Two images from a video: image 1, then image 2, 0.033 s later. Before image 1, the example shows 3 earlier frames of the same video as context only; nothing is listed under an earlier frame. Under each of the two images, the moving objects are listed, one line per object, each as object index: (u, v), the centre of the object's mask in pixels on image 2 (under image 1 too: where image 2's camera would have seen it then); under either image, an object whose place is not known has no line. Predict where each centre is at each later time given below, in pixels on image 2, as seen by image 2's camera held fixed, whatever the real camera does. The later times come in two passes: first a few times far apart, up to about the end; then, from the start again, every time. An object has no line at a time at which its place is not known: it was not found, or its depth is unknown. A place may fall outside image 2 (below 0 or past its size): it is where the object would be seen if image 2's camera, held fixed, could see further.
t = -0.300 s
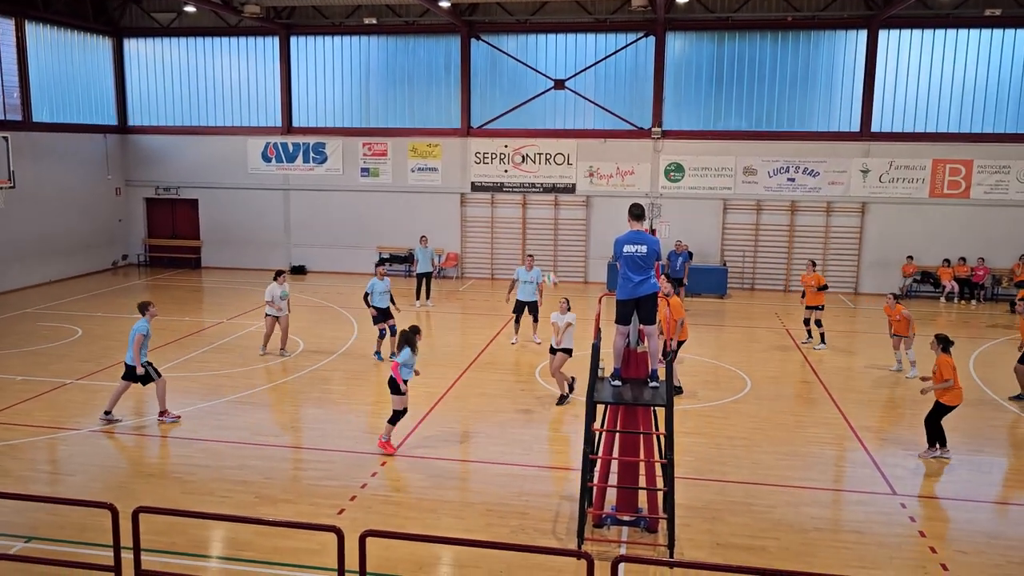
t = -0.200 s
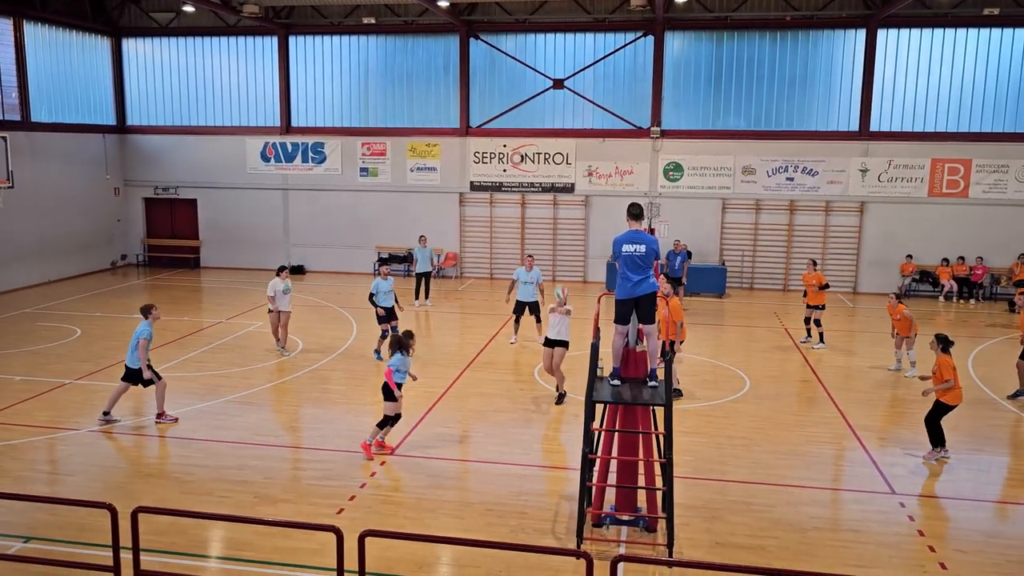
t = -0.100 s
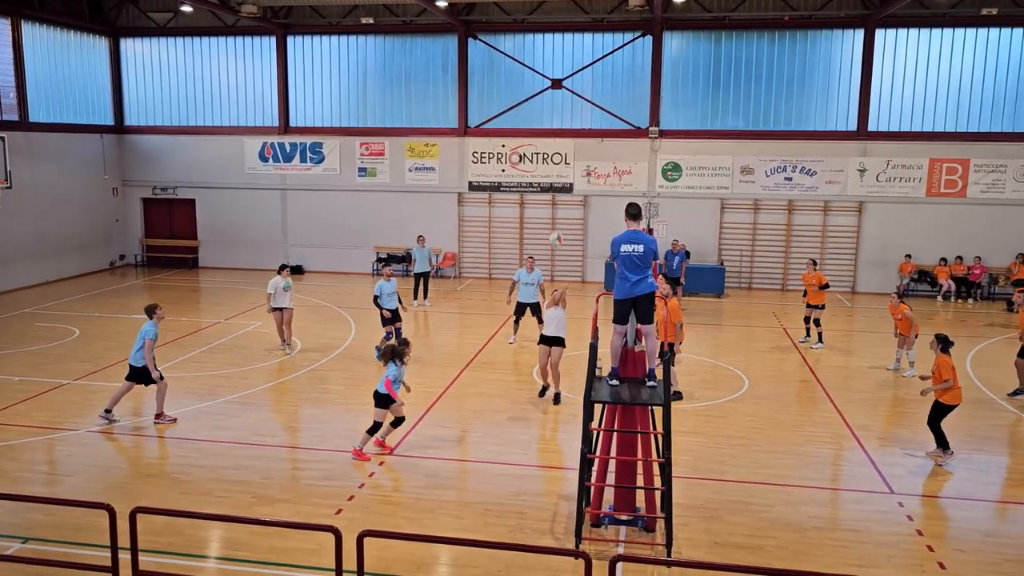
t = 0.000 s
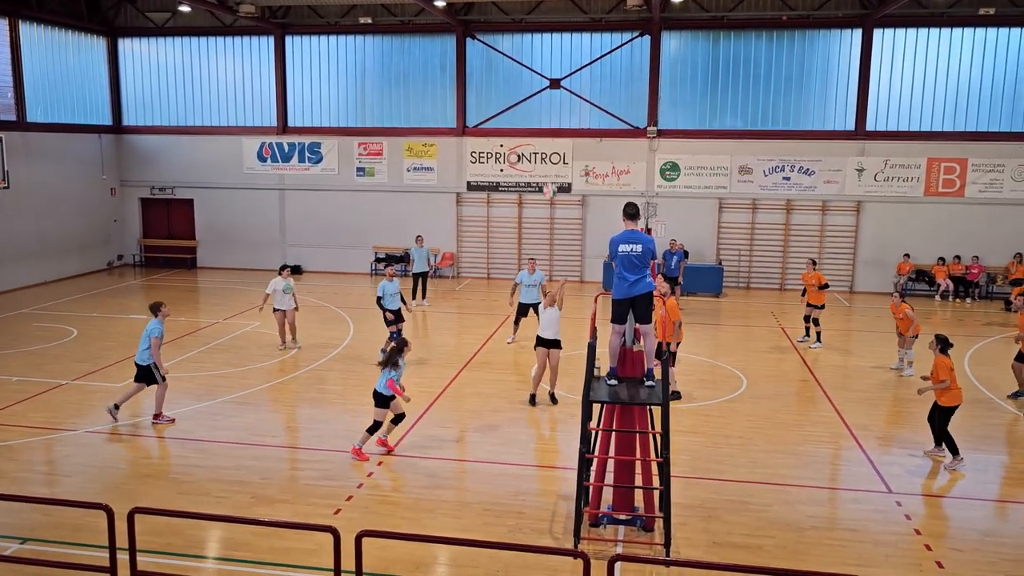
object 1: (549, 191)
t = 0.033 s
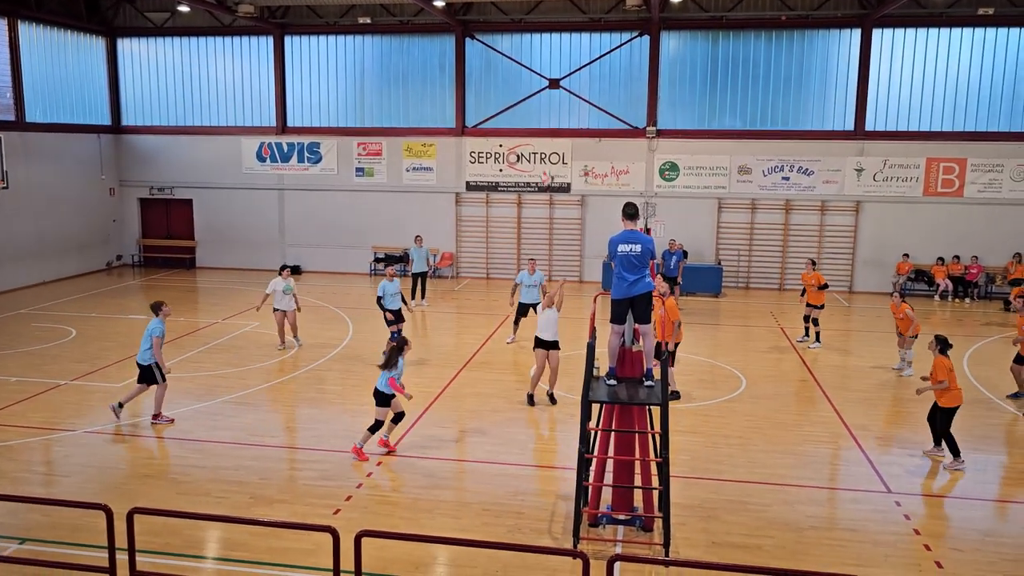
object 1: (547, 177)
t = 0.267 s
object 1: (536, 98)
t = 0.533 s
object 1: (521, 54)
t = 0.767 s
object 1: (508, 56)
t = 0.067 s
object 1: (545, 163)
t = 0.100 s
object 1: (544, 151)
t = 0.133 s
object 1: (543, 137)
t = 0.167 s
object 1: (540, 128)
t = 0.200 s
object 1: (539, 117)
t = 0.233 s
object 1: (537, 108)
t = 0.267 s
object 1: (536, 98)
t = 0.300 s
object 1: (533, 89)
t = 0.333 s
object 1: (532, 82)
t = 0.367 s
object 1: (530, 75)
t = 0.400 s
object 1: (529, 69)
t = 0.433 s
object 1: (526, 64)
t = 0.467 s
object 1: (524, 59)
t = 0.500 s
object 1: (523, 56)
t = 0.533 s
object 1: (521, 54)
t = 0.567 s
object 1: (519, 51)
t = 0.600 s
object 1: (517, 50)
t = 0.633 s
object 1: (515, 49)
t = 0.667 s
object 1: (513, 50)
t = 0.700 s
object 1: (512, 51)
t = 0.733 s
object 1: (510, 53)
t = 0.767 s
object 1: (508, 56)
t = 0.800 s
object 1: (505, 59)
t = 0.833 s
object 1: (504, 64)
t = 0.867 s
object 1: (502, 70)
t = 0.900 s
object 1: (500, 76)
